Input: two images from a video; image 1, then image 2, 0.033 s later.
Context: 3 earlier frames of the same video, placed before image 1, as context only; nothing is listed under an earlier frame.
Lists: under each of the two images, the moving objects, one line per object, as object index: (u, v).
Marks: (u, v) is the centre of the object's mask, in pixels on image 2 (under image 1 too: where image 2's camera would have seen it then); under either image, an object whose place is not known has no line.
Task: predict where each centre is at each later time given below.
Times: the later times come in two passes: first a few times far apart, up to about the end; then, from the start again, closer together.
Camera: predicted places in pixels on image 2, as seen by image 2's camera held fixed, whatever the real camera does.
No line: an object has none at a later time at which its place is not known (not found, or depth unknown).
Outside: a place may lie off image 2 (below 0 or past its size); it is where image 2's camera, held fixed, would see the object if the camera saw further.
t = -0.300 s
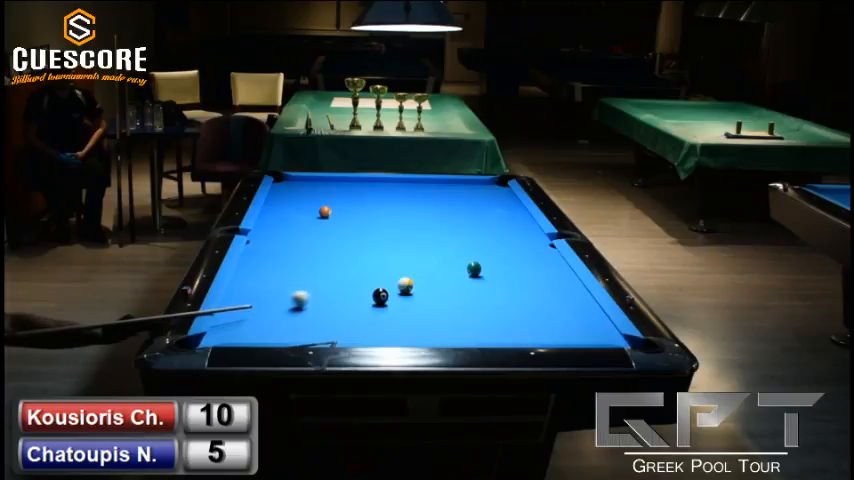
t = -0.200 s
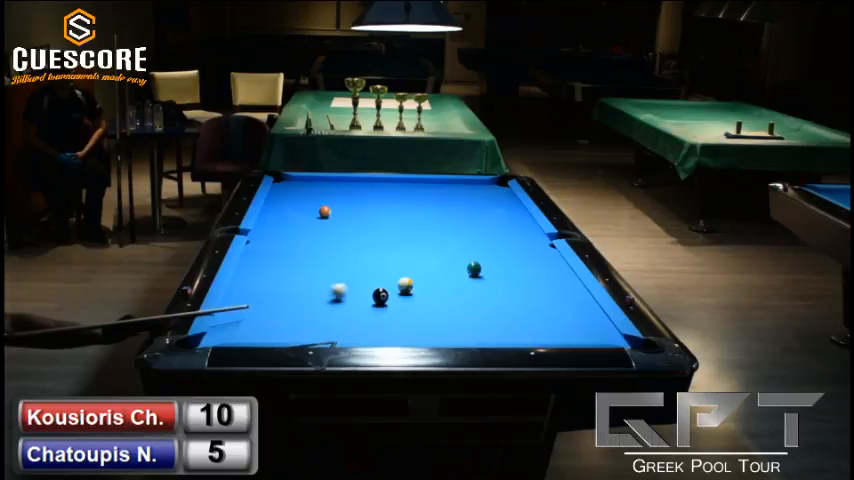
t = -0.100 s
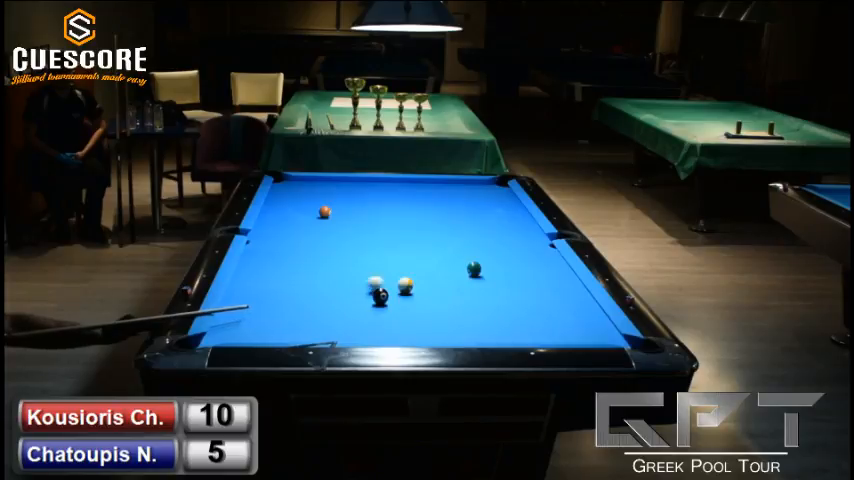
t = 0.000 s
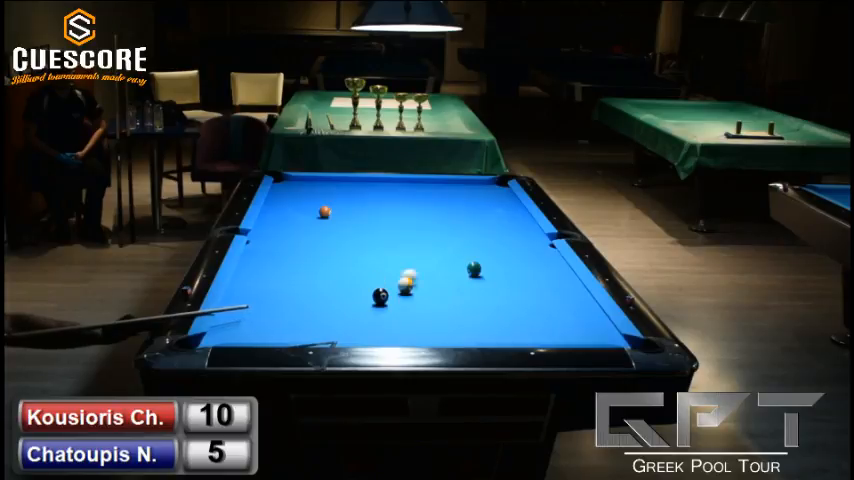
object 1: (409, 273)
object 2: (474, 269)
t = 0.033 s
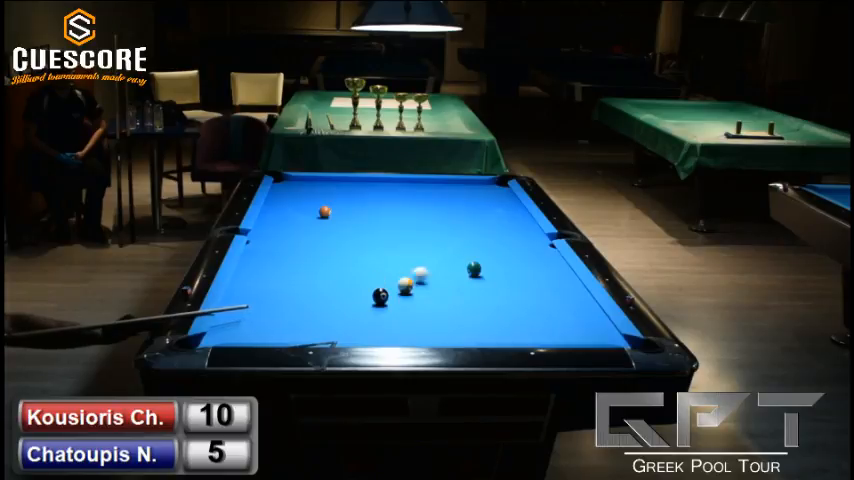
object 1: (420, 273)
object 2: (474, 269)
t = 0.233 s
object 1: (467, 260)
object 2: (487, 270)
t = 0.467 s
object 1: (497, 244)
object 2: (520, 274)
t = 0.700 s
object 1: (523, 231)
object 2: (552, 277)
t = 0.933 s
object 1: (519, 220)
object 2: (566, 279)
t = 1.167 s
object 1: (499, 210)
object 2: (552, 281)
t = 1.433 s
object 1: (478, 201)
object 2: (538, 282)
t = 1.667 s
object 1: (462, 194)
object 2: (525, 283)
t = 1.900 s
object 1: (447, 186)
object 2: (514, 284)
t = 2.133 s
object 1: (433, 180)
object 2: (504, 285)
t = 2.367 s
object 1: (422, 182)
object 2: (495, 286)
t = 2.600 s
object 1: (410, 185)
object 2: (486, 287)
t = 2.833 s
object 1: (399, 188)
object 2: (478, 288)
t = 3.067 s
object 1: (387, 191)
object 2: (472, 288)
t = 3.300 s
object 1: (376, 194)
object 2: (466, 289)
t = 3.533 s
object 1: (365, 197)
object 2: (461, 290)
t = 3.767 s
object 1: (354, 200)
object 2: (458, 290)
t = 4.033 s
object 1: (342, 202)
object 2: (455, 290)
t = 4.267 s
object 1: (333, 205)
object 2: (454, 291)
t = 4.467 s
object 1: (324, 204)
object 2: (453, 291)
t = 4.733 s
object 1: (313, 209)
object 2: (453, 291)
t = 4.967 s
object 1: (304, 212)
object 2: (453, 291)
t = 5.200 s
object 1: (295, 214)
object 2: (453, 291)
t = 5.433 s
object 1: (286, 216)
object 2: (453, 291)
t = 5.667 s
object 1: (278, 218)
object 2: (453, 291)
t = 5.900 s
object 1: (271, 219)
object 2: (453, 291)
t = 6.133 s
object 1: (264, 221)
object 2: (453, 291)
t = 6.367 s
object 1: (263, 222)
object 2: (453, 291)
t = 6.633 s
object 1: (265, 223)
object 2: (453, 291)
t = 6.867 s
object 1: (267, 224)
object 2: (453, 291)
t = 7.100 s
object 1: (268, 224)
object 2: (453, 291)
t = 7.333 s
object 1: (269, 225)
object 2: (453, 291)
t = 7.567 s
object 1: (269, 225)
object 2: (453, 291)
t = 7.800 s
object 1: (269, 225)
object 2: (453, 291)
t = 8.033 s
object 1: (269, 225)
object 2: (453, 291)
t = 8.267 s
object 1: (269, 225)
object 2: (453, 291)
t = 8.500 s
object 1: (269, 225)
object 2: (453, 291)
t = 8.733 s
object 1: (269, 225)
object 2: (453, 291)
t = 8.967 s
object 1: (269, 225)
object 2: (453, 291)
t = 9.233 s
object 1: (269, 225)
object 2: (453, 291)
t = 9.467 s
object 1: (269, 225)
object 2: (453, 291)
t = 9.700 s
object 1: (269, 225)
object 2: (453, 291)
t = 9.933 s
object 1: (269, 225)
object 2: (453, 291)
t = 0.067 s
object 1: (431, 272)
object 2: (474, 269)
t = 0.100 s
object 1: (441, 270)
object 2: (474, 269)
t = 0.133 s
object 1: (451, 268)
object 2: (474, 269)
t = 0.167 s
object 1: (460, 266)
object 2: (475, 269)
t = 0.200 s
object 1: (463, 263)
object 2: (481, 270)
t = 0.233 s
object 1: (467, 260)
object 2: (487, 270)
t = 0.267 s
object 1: (471, 258)
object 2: (492, 271)
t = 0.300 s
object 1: (476, 256)
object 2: (497, 271)
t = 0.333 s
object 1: (480, 253)
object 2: (502, 272)
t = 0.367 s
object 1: (484, 251)
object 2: (506, 272)
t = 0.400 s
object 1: (489, 249)
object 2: (511, 272)
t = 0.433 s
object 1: (493, 247)
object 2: (516, 273)
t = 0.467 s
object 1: (497, 244)
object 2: (520, 274)
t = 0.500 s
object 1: (501, 242)
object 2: (525, 274)
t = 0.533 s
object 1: (505, 240)
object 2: (529, 275)
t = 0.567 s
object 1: (509, 238)
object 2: (534, 275)
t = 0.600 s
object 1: (512, 236)
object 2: (539, 276)
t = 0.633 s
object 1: (516, 234)
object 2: (543, 276)
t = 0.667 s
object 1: (519, 233)
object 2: (547, 276)
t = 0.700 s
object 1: (523, 231)
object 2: (552, 277)
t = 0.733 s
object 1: (527, 229)
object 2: (556, 277)
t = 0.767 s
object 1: (530, 227)
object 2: (561, 278)
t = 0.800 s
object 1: (533, 226)
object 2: (566, 278)
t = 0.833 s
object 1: (529, 224)
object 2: (570, 279)
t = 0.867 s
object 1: (525, 222)
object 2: (570, 279)
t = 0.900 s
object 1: (522, 221)
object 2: (568, 279)
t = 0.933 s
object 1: (519, 220)
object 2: (566, 279)
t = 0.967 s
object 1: (516, 218)
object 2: (564, 279)
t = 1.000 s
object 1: (513, 217)
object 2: (562, 280)
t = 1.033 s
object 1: (510, 215)
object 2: (560, 280)
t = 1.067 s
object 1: (507, 214)
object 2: (558, 280)
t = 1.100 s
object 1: (504, 213)
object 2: (556, 280)
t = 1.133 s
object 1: (501, 212)
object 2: (554, 281)
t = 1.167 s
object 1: (499, 210)
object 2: (552, 281)
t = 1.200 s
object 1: (496, 209)
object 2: (550, 281)
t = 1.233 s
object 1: (493, 208)
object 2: (548, 281)
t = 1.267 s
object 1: (490, 207)
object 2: (546, 281)
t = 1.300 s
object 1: (488, 205)
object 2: (545, 281)
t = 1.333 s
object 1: (485, 204)
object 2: (543, 281)
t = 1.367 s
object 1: (483, 203)
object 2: (541, 282)
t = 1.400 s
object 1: (480, 202)
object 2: (539, 282)
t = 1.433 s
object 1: (478, 201)
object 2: (538, 282)
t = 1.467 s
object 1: (476, 200)
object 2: (536, 282)
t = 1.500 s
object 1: (473, 199)
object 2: (534, 282)
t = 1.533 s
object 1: (471, 198)
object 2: (532, 282)
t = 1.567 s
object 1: (468, 197)
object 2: (530, 283)
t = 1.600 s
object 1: (466, 195)
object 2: (529, 283)
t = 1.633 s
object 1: (464, 194)
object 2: (527, 283)
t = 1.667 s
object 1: (462, 194)
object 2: (525, 283)
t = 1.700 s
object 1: (459, 193)
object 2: (523, 283)
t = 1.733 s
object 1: (457, 192)
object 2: (522, 283)
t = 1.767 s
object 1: (455, 191)
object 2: (520, 284)
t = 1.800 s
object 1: (453, 189)
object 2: (519, 284)
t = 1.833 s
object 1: (451, 188)
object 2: (517, 284)
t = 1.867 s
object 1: (449, 188)
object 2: (516, 284)
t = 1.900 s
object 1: (447, 186)
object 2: (514, 284)
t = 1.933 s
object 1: (445, 185)
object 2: (513, 284)
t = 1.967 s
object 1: (443, 185)
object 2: (511, 284)
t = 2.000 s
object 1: (441, 184)
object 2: (509, 285)
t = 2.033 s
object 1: (439, 183)
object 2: (508, 285)
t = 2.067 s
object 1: (437, 182)
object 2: (507, 285)
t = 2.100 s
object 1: (435, 181)
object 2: (505, 285)
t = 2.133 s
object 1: (433, 180)
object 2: (504, 285)
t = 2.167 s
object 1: (431, 180)
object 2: (502, 285)
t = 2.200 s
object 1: (430, 180)
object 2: (501, 285)
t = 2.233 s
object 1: (428, 181)
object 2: (500, 285)
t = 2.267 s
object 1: (427, 181)
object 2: (499, 286)
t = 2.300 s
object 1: (425, 182)
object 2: (497, 286)
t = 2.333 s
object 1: (423, 182)
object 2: (496, 286)
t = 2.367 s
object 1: (422, 182)
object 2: (495, 286)
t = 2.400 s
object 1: (420, 183)
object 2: (493, 286)
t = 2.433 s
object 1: (418, 183)
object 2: (492, 286)
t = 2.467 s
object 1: (417, 184)
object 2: (491, 287)
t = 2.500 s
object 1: (415, 184)
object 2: (489, 287)
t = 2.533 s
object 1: (414, 184)
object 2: (488, 287)
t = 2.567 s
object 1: (412, 185)
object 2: (487, 287)
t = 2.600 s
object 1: (410, 185)
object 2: (486, 287)
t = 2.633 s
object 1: (409, 186)
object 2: (485, 288)
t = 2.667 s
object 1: (407, 186)
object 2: (484, 287)
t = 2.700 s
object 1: (405, 187)
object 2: (483, 288)
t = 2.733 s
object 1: (404, 187)
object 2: (481, 288)
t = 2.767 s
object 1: (402, 188)
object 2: (480, 288)
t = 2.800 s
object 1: (400, 188)
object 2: (479, 288)
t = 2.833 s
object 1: (399, 188)
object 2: (478, 288)
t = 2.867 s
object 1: (397, 189)
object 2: (477, 288)
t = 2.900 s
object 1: (396, 189)
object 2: (477, 288)
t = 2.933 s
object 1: (394, 190)
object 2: (476, 288)
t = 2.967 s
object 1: (392, 190)
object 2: (475, 288)
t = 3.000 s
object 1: (391, 190)
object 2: (474, 289)
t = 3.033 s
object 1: (389, 191)
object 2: (473, 288)
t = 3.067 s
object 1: (387, 191)
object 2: (472, 288)
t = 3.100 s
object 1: (386, 192)
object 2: (471, 289)
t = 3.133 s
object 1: (384, 192)
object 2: (470, 289)
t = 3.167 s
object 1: (383, 192)
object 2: (469, 289)
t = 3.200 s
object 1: (381, 193)
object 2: (468, 289)
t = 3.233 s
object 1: (379, 193)
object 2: (468, 289)
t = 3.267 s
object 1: (378, 193)
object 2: (467, 289)
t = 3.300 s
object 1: (376, 194)
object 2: (466, 289)
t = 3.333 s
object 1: (375, 194)
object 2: (466, 289)
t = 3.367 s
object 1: (373, 195)
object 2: (465, 289)
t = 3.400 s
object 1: (371, 195)
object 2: (464, 289)
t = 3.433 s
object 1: (370, 195)
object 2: (463, 290)
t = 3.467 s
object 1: (368, 196)
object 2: (463, 290)
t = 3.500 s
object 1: (367, 196)
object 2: (462, 290)
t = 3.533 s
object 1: (365, 197)
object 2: (461, 290)
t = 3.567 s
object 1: (363, 197)
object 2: (461, 290)
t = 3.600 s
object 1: (362, 198)
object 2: (460, 290)
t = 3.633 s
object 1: (360, 198)
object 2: (460, 290)
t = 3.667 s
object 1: (359, 198)
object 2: (459, 290)
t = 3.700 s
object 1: (357, 199)
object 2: (459, 290)
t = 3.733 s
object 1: (356, 199)
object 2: (458, 290)
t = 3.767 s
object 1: (354, 200)
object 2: (458, 290)
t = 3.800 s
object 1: (353, 200)
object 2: (457, 290)
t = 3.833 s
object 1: (351, 200)
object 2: (457, 290)
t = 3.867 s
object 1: (350, 201)
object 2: (457, 290)
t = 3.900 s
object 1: (348, 201)
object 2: (456, 290)
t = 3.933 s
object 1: (347, 201)
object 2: (456, 290)
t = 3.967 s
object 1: (345, 202)
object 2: (455, 290)
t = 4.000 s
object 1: (344, 202)
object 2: (455, 290)
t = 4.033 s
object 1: (342, 202)
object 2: (455, 290)
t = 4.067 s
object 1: (341, 203)
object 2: (455, 290)
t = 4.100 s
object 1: (340, 203)
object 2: (454, 290)
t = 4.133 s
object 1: (338, 203)
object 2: (454, 290)
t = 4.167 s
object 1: (337, 204)
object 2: (454, 290)
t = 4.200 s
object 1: (335, 204)
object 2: (454, 291)
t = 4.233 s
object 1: (334, 204)
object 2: (454, 291)
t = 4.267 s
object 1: (333, 205)
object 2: (454, 291)
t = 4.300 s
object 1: (332, 204)
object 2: (454, 291)
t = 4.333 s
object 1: (330, 204)
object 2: (453, 291)
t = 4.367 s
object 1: (329, 204)
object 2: (453, 291)
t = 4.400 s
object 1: (327, 204)
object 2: (453, 291)
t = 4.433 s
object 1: (326, 204)
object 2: (453, 291)
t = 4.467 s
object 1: (324, 204)
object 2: (453, 291)
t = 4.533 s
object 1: (320, 205)
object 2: (453, 291)
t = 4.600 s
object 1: (317, 207)
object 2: (453, 291)
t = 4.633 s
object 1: (316, 208)
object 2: (453, 291)
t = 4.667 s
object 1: (315, 208)
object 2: (453, 291)
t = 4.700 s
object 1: (313, 209)
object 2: (453, 291)
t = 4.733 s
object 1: (313, 209)
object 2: (453, 291)
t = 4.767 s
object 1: (312, 210)
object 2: (453, 291)
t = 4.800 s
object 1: (310, 210)
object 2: (453, 291)
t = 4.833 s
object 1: (309, 210)
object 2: (453, 291)
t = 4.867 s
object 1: (308, 211)
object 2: (453, 291)
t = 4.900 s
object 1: (306, 211)
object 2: (453, 291)
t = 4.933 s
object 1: (305, 211)
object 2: (453, 291)
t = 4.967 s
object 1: (304, 212)
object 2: (453, 291)
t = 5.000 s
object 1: (302, 212)
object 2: (453, 291)
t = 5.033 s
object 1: (301, 212)
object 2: (453, 291)
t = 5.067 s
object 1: (300, 213)
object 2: (453, 291)
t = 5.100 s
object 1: (298, 213)
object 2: (453, 291)
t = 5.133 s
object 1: (297, 213)
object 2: (453, 291)
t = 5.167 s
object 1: (296, 214)
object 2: (453, 291)
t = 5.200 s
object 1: (295, 214)
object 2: (453, 291)
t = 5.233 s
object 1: (293, 214)
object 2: (453, 291)
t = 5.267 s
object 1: (292, 214)
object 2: (453, 291)
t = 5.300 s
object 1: (291, 215)
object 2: (453, 291)
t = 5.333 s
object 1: (290, 215)
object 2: (453, 291)
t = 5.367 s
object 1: (288, 215)
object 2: (453, 291)
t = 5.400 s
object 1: (287, 215)
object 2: (453, 291)
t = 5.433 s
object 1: (286, 216)
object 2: (453, 291)
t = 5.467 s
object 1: (285, 216)
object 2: (453, 291)
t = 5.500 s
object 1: (284, 216)
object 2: (453, 291)
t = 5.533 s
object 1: (283, 216)
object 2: (453, 291)
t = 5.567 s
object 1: (282, 217)
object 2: (453, 291)
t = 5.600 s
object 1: (280, 217)
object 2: (453, 291)
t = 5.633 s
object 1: (279, 217)
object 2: (453, 291)
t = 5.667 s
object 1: (278, 218)
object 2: (453, 291)
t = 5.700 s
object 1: (277, 218)
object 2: (453, 291)
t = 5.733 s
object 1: (276, 218)
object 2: (453, 291)
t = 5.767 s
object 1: (275, 218)
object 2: (453, 291)
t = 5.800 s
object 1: (274, 218)
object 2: (453, 291)
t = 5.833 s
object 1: (273, 219)
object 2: (453, 291)
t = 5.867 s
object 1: (272, 219)
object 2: (453, 291)
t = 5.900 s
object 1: (271, 219)
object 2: (453, 291)
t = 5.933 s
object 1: (270, 219)
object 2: (453, 291)
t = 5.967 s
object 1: (269, 220)
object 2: (453, 291)
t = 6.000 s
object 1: (268, 220)
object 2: (453, 291)
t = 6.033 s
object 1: (267, 220)
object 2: (453, 291)
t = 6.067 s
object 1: (266, 220)
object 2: (453, 291)
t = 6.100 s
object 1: (265, 221)
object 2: (453, 291)
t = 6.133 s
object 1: (264, 221)
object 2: (453, 291)
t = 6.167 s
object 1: (263, 221)
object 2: (453, 291)
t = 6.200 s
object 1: (262, 221)
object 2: (453, 291)
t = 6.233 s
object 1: (262, 222)
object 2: (453, 291)
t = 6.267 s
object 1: (262, 222)
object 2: (453, 291)
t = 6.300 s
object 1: (262, 222)
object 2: (453, 291)
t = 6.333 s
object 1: (263, 222)
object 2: (453, 291)
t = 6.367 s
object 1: (263, 222)
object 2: (453, 291)
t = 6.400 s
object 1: (263, 222)
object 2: (453, 291)
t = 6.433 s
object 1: (263, 222)
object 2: (453, 291)
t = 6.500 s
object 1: (264, 223)
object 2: (453, 291)
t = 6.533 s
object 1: (264, 223)
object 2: (453, 291)
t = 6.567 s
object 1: (265, 223)
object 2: (453, 291)
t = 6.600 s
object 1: (265, 223)
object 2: (453, 291)
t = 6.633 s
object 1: (265, 223)
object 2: (453, 291)
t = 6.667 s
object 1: (266, 223)
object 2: (453, 291)
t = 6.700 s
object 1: (266, 223)
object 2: (453, 291)
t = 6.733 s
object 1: (266, 223)
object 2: (453, 291)
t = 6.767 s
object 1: (266, 223)
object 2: (453, 291)
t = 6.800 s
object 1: (267, 223)
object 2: (453, 291)
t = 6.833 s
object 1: (267, 224)
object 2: (453, 291)
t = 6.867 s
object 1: (267, 224)
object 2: (453, 291)
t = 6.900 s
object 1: (267, 224)
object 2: (453, 291)
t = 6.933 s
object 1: (267, 224)
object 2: (453, 291)
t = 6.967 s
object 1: (268, 224)
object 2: (453, 291)
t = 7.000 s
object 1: (268, 224)
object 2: (453, 291)
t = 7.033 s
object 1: (268, 224)
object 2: (453, 291)
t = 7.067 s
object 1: (268, 224)
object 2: (453, 291)
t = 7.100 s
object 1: (268, 224)
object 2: (453, 291)
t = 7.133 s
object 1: (269, 224)
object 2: (453, 291)
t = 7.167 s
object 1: (269, 224)
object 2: (453, 291)
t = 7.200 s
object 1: (269, 224)
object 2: (453, 291)
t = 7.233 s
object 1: (269, 224)
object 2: (453, 291)
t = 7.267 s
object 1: (269, 224)
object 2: (453, 291)
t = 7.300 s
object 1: (269, 224)
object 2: (453, 291)
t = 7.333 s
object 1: (269, 225)
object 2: (453, 291)
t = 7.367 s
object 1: (269, 225)
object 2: (453, 291)
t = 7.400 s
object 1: (269, 225)
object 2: (453, 291)
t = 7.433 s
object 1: (269, 225)
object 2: (453, 291)
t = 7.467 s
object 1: (269, 225)
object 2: (453, 291)
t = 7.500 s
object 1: (269, 225)
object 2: (453, 291)
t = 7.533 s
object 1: (269, 225)
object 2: (453, 291)
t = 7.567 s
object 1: (269, 225)
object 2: (453, 291)
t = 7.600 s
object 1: (269, 225)
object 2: (453, 291)
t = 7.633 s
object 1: (269, 225)
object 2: (453, 291)
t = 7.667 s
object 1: (269, 225)
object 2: (453, 291)
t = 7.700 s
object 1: (269, 225)
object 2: (453, 291)
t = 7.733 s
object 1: (269, 225)
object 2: (453, 291)
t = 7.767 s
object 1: (269, 225)
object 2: (453, 291)
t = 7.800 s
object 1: (269, 225)
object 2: (453, 291)
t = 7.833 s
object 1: (269, 225)
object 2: (453, 291)
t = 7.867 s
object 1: (269, 225)
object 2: (453, 291)
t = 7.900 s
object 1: (269, 225)
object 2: (453, 291)
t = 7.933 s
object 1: (269, 225)
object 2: (453, 291)
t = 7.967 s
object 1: (269, 225)
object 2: (453, 291)
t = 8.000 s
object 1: (269, 225)
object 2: (453, 291)
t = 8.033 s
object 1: (269, 225)
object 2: (453, 291)
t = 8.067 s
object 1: (269, 225)
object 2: (453, 291)
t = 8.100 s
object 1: (269, 225)
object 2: (453, 291)
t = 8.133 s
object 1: (269, 225)
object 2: (453, 291)
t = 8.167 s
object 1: (269, 225)
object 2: (453, 291)
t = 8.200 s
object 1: (269, 225)
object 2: (453, 291)
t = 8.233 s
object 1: (269, 225)
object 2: (453, 291)
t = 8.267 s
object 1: (269, 225)
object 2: (453, 291)
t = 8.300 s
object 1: (269, 225)
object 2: (453, 291)
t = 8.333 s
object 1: (269, 225)
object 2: (453, 291)
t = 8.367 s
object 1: (269, 225)
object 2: (453, 291)
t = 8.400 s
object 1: (269, 225)
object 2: (453, 291)
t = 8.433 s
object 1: (269, 225)
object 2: (453, 291)
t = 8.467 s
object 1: (269, 225)
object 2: (453, 291)
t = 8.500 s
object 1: (269, 225)
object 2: (453, 291)
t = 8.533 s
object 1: (269, 225)
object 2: (453, 291)
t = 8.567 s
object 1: (269, 225)
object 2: (453, 291)
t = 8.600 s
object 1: (269, 225)
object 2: (453, 291)
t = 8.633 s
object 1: (269, 225)
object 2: (453, 291)
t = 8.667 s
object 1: (269, 225)
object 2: (453, 291)
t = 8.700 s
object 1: (269, 225)
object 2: (453, 291)
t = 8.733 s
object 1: (269, 225)
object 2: (453, 291)
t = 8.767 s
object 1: (269, 225)
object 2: (453, 291)
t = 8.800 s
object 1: (269, 225)
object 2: (453, 291)
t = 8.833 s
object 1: (269, 225)
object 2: (453, 291)
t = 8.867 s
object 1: (269, 225)
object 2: (453, 291)
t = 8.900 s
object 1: (269, 225)
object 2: (453, 291)
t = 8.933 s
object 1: (269, 225)
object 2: (453, 291)
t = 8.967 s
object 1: (269, 225)
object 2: (453, 291)
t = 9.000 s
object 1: (269, 225)
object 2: (453, 291)
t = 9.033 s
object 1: (269, 225)
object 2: (453, 291)
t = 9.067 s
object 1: (269, 225)
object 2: (453, 291)
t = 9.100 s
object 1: (269, 225)
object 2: (453, 291)
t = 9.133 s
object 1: (269, 225)
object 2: (453, 291)
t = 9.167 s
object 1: (269, 225)
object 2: (453, 291)
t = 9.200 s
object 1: (269, 225)
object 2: (453, 291)
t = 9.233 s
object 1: (269, 225)
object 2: (453, 291)
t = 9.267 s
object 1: (269, 225)
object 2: (453, 291)
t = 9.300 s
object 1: (269, 225)
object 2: (453, 291)
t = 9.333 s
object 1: (269, 225)
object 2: (453, 291)
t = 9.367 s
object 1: (269, 225)
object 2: (453, 291)
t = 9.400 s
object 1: (269, 225)
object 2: (453, 291)
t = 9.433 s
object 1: (269, 225)
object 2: (453, 291)
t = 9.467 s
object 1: (269, 225)
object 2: (453, 291)
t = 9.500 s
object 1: (269, 225)
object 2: (453, 291)
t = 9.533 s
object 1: (269, 225)
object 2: (453, 291)
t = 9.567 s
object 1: (269, 225)
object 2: (453, 291)
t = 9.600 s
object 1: (269, 225)
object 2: (453, 291)
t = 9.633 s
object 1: (269, 225)
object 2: (453, 291)
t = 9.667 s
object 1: (269, 225)
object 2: (453, 291)
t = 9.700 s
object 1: (269, 225)
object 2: (453, 291)
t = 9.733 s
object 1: (269, 225)
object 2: (453, 291)
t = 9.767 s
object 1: (269, 225)
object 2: (453, 291)
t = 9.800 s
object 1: (269, 225)
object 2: (453, 291)
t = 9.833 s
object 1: (269, 225)
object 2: (453, 291)
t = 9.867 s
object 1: (269, 225)
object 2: (453, 291)
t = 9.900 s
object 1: (269, 225)
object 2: (453, 291)
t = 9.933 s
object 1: (269, 225)
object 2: (453, 291)
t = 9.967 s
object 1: (269, 225)
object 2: (453, 291)
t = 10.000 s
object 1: (269, 225)
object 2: (453, 291)
